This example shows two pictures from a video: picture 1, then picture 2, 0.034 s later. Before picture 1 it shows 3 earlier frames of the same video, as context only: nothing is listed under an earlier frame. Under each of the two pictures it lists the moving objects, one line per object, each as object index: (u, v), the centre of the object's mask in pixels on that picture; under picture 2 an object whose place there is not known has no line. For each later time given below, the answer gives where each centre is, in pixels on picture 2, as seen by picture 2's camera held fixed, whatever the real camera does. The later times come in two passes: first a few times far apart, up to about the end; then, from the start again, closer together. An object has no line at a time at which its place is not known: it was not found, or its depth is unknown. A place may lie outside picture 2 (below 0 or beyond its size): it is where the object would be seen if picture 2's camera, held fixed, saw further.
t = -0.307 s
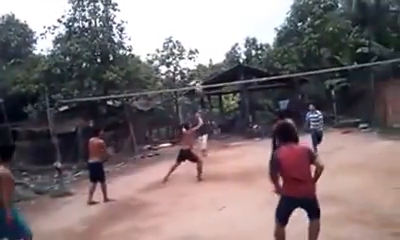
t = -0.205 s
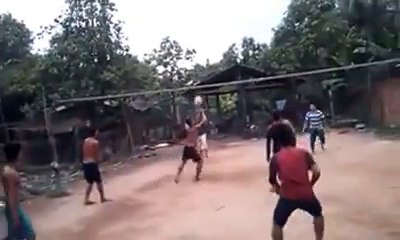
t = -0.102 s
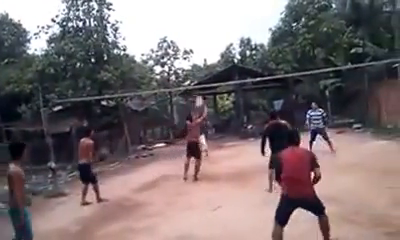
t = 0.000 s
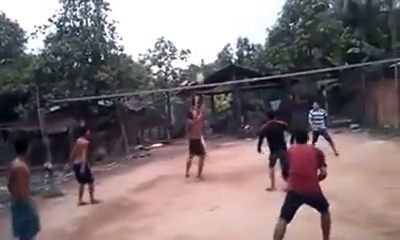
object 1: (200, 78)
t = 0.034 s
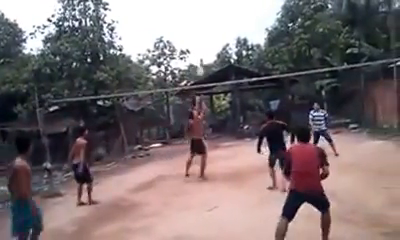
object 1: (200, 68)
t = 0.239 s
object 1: (210, 38)
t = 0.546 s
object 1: (225, 18)
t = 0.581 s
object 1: (227, 18)
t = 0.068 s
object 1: (201, 62)
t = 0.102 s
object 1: (204, 60)
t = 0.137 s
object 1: (205, 55)
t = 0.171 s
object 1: (206, 48)
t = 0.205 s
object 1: (208, 44)
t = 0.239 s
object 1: (210, 38)
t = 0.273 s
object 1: (211, 35)
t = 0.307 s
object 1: (212, 31)
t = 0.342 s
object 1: (214, 28)
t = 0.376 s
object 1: (216, 26)
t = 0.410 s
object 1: (218, 24)
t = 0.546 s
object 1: (225, 18)
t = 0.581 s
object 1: (227, 18)
